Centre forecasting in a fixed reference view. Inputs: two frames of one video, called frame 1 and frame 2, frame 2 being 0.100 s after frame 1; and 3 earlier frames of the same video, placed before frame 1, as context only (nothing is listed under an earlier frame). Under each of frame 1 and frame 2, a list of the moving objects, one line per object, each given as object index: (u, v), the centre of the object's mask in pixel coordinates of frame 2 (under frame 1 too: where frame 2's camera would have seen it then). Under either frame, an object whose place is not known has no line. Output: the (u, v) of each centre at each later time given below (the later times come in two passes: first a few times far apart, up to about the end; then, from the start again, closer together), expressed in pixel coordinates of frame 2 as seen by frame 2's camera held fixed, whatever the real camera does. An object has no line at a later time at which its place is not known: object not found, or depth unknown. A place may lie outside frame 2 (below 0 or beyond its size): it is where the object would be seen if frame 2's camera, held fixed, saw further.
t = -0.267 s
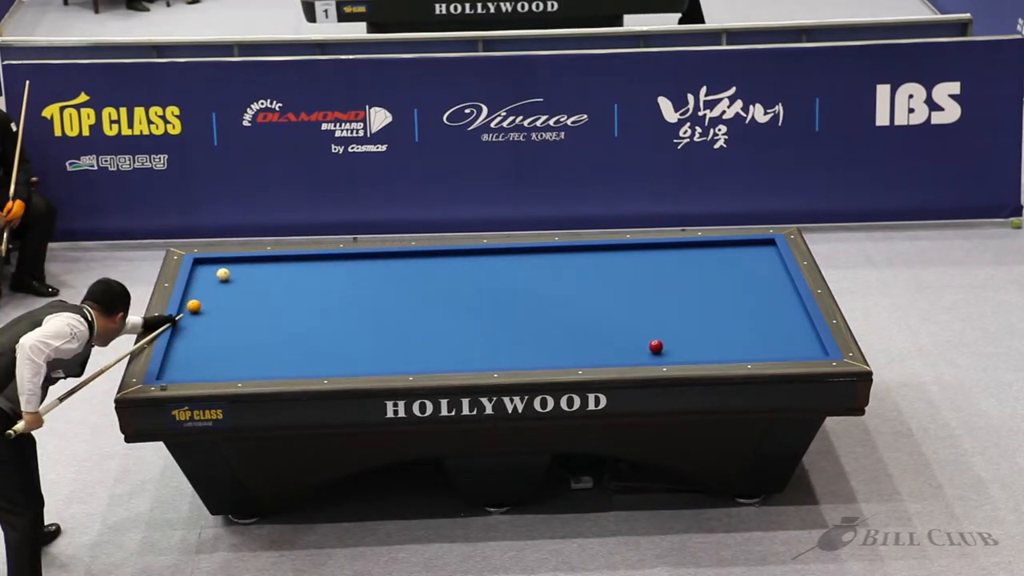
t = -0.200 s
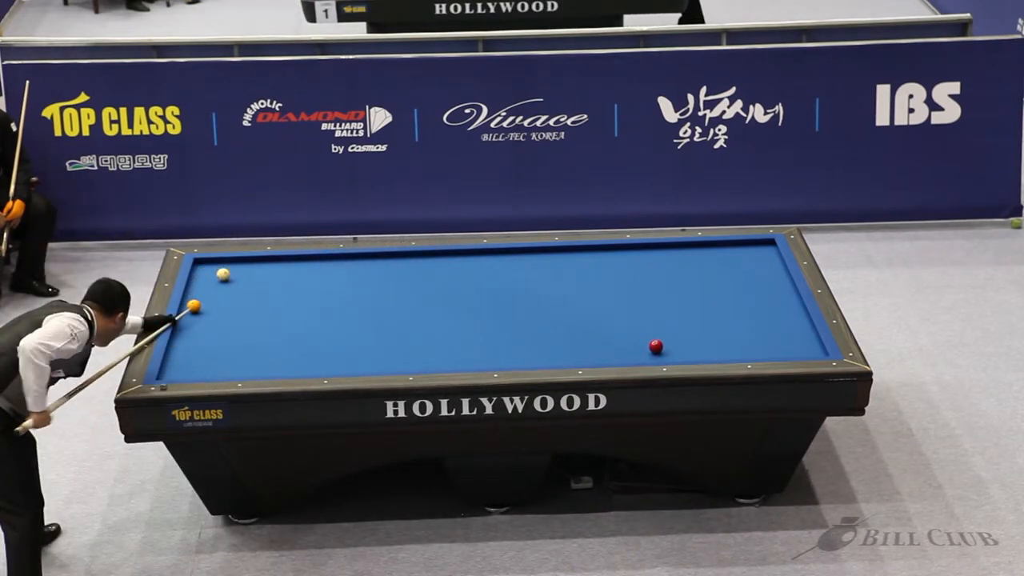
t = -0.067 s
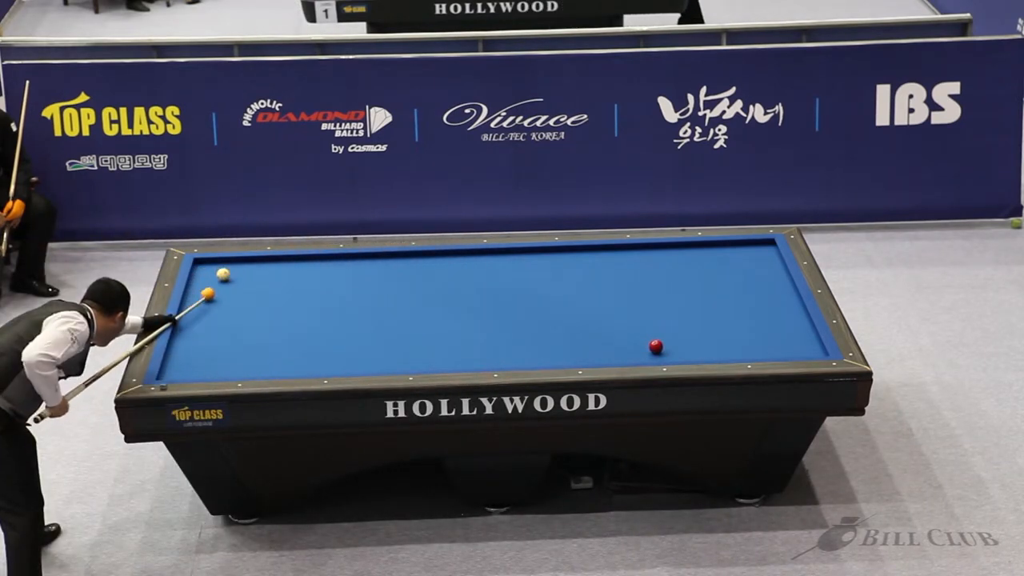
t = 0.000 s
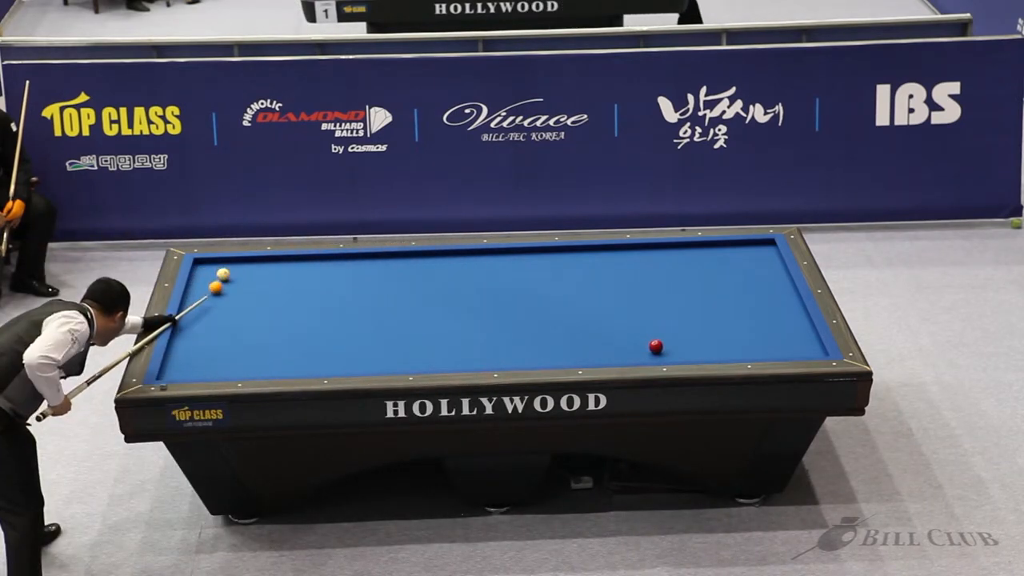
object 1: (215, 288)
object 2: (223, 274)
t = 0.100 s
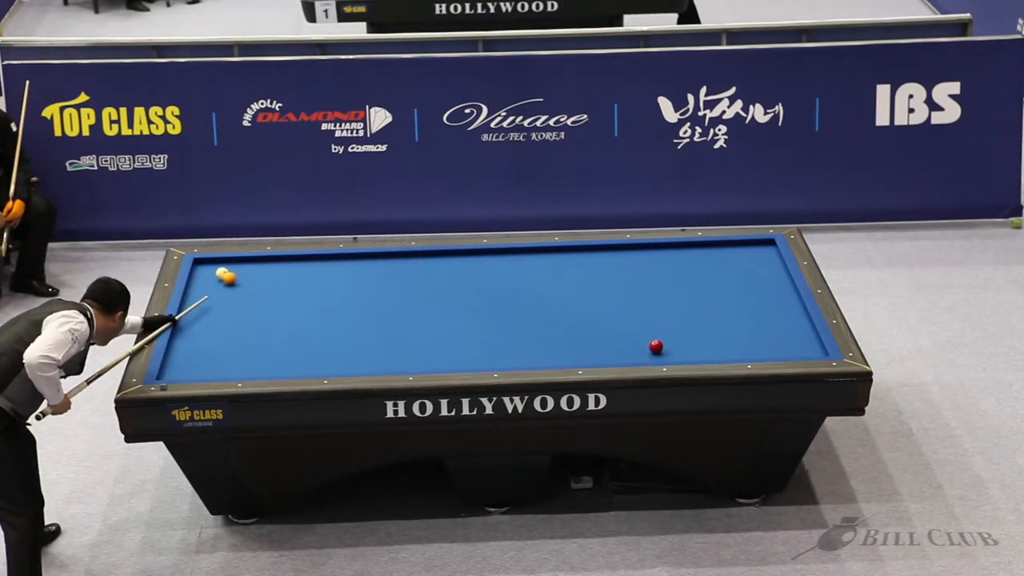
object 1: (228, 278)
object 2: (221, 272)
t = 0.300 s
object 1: (261, 270)
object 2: (214, 263)
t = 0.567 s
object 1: (303, 259)
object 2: (203, 265)
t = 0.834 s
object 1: (341, 261)
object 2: (198, 272)
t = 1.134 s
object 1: (385, 267)
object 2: (201, 278)
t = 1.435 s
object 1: (427, 272)
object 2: (205, 284)
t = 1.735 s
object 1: (470, 278)
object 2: (208, 289)
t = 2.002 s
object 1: (507, 282)
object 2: (210, 294)
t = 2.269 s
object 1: (545, 287)
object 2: (213, 299)
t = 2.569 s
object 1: (586, 292)
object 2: (215, 304)
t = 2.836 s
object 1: (623, 297)
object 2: (217, 308)
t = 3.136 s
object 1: (664, 302)
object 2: (219, 313)
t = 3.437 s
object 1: (704, 307)
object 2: (221, 317)
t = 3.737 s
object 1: (744, 312)
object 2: (222, 321)
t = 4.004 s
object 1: (779, 317)
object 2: (223, 325)
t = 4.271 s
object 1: (800, 322)
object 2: (224, 328)
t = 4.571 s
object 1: (782, 330)
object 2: (225, 331)
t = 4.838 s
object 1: (766, 337)
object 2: (226, 333)
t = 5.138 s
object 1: (749, 345)
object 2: (227, 336)
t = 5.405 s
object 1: (734, 351)
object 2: (228, 338)
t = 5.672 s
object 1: (719, 355)
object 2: (229, 340)
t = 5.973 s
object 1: (702, 354)
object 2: (230, 342)
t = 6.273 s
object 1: (686, 352)
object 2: (230, 343)
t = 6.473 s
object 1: (676, 351)
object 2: (230, 344)
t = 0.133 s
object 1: (234, 277)
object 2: (221, 271)
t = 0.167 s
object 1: (240, 276)
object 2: (219, 269)
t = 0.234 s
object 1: (250, 273)
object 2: (216, 266)
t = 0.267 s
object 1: (256, 272)
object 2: (215, 264)
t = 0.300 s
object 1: (261, 270)
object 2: (214, 263)
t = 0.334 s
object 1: (267, 269)
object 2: (212, 262)
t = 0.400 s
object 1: (277, 266)
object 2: (210, 261)
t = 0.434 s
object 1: (282, 264)
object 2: (208, 262)
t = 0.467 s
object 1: (287, 263)
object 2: (207, 263)
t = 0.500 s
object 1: (292, 261)
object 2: (206, 264)
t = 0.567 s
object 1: (303, 259)
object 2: (203, 265)
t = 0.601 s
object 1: (308, 257)
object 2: (201, 266)
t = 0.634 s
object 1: (312, 257)
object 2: (200, 267)
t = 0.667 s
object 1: (317, 258)
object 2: (199, 268)
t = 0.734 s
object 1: (327, 260)
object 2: (196, 270)
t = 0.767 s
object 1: (332, 260)
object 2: (197, 270)
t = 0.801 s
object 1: (337, 261)
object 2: (197, 271)
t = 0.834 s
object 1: (341, 261)
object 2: (198, 272)
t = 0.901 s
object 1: (351, 263)
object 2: (199, 273)
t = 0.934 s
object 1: (356, 263)
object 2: (199, 274)
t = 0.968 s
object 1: (361, 264)
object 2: (199, 274)
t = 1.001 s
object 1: (366, 265)
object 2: (200, 275)
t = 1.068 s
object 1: (375, 266)
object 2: (201, 277)
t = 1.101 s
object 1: (380, 266)
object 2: (201, 277)
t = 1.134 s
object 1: (385, 267)
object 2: (201, 278)
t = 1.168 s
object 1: (390, 268)
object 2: (202, 279)
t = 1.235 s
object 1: (399, 269)
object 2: (203, 280)
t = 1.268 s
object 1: (404, 269)
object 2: (203, 281)
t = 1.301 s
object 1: (408, 270)
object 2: (203, 281)
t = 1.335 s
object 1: (413, 270)
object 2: (204, 282)
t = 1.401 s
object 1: (422, 272)
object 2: (204, 283)
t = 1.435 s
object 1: (427, 272)
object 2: (205, 284)
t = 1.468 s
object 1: (432, 273)
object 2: (205, 284)
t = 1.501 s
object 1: (437, 273)
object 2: (205, 285)
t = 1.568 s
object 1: (446, 275)
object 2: (206, 286)
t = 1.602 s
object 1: (451, 275)
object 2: (206, 287)
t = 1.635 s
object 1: (456, 276)
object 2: (207, 288)
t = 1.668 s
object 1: (460, 276)
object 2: (207, 288)
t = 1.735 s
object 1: (470, 278)
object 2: (208, 289)
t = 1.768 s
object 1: (475, 278)
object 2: (208, 290)
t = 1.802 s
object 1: (479, 279)
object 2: (208, 291)
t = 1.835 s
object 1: (484, 279)
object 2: (209, 291)
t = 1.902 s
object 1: (493, 281)
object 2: (210, 293)
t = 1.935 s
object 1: (498, 281)
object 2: (210, 293)
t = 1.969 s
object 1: (503, 282)
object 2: (210, 294)
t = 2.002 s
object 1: (507, 282)
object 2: (210, 294)
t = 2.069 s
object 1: (517, 284)
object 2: (211, 296)
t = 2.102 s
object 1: (522, 284)
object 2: (211, 296)
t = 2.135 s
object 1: (526, 285)
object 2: (212, 297)
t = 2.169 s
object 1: (531, 285)
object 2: (212, 297)
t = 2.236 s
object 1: (540, 286)
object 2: (212, 299)
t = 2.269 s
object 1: (545, 287)
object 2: (213, 299)
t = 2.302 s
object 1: (549, 287)
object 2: (213, 300)
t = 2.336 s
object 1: (554, 288)
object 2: (213, 300)
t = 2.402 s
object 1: (563, 289)
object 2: (214, 302)
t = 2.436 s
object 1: (568, 290)
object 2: (214, 302)
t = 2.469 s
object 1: (572, 291)
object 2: (214, 303)
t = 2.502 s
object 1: (577, 291)
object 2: (215, 303)
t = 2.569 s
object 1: (586, 292)
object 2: (215, 304)
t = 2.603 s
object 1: (591, 293)
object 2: (215, 305)
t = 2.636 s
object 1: (595, 293)
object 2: (216, 305)
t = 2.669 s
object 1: (600, 294)
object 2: (216, 306)
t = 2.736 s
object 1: (609, 295)
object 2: (216, 307)
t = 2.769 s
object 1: (614, 296)
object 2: (217, 307)
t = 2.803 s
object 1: (618, 296)
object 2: (217, 308)
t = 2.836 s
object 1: (623, 297)
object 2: (217, 308)
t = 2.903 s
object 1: (632, 298)
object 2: (218, 310)
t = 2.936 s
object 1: (636, 299)
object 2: (218, 310)
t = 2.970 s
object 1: (641, 299)
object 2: (218, 311)
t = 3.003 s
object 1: (645, 300)
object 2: (218, 311)
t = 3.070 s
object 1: (654, 301)
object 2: (219, 312)
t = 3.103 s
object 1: (659, 301)
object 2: (219, 313)
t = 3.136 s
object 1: (664, 302)
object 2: (219, 313)
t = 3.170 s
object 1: (668, 302)
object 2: (219, 314)
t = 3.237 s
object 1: (677, 304)
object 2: (220, 314)
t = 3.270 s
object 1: (681, 304)
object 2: (220, 315)
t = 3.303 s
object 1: (686, 305)
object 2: (220, 315)
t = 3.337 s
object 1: (690, 305)
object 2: (220, 316)
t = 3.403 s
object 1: (699, 307)
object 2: (221, 317)
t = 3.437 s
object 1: (704, 307)
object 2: (221, 317)
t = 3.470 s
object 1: (708, 308)
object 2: (221, 318)
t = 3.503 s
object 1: (713, 308)
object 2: (221, 318)
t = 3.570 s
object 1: (722, 309)
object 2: (222, 319)
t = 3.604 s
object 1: (726, 310)
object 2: (222, 320)
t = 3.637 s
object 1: (731, 310)
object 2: (222, 320)
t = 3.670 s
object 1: (735, 311)
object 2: (222, 320)
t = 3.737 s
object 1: (744, 312)
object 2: (222, 321)
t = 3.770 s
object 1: (748, 313)
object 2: (222, 322)
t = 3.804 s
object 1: (753, 313)
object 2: (223, 322)
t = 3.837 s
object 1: (757, 314)
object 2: (223, 323)
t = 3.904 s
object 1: (766, 315)
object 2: (223, 323)
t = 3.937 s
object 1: (771, 315)
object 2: (223, 324)
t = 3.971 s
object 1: (775, 316)
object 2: (223, 324)
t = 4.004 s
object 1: (779, 317)
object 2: (223, 325)
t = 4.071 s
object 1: (788, 318)
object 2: (224, 325)
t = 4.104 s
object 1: (793, 318)
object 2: (224, 326)
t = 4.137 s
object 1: (797, 319)
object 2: (224, 326)
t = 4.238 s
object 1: (802, 321)
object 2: (224, 327)
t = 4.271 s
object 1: (800, 322)
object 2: (224, 328)
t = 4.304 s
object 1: (798, 323)
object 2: (225, 328)
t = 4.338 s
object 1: (796, 324)
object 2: (225, 329)
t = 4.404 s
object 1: (792, 325)
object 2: (225, 329)
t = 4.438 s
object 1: (789, 326)
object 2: (225, 330)
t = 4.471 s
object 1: (788, 327)
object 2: (225, 330)
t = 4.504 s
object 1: (786, 328)
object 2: (225, 330)
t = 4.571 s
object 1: (782, 330)
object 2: (225, 331)
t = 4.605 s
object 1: (780, 331)
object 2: (226, 331)
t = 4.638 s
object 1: (777, 332)
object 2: (226, 332)
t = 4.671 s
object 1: (776, 332)
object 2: (226, 332)
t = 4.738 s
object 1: (772, 334)
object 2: (226, 333)
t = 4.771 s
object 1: (770, 335)
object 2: (226, 333)
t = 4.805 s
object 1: (768, 336)
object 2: (226, 333)
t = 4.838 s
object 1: (766, 337)
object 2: (226, 333)
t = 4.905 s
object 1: (762, 338)
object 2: (227, 334)
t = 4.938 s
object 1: (760, 339)
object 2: (227, 334)
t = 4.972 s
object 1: (758, 340)
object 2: (227, 335)
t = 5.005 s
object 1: (756, 341)
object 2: (227, 335)
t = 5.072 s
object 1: (752, 343)
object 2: (227, 336)
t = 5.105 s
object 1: (751, 344)
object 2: (227, 336)
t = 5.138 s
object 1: (749, 345)
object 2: (227, 336)
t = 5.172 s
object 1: (747, 346)
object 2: (228, 336)
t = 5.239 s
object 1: (743, 347)
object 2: (228, 337)
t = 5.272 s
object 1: (741, 348)
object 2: (228, 337)
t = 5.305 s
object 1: (739, 349)
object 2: (228, 337)
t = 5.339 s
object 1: (737, 349)
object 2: (228, 338)
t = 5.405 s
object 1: (734, 351)
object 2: (228, 338)
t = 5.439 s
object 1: (732, 352)
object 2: (228, 339)
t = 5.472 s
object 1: (730, 352)
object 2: (229, 339)
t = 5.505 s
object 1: (728, 353)
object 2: (229, 339)
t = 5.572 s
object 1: (725, 354)
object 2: (229, 339)
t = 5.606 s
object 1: (723, 354)
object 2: (229, 340)
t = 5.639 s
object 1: (721, 354)
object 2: (229, 340)
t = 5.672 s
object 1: (719, 355)
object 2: (229, 340)
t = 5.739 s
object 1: (715, 355)
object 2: (229, 340)
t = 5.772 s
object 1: (713, 355)
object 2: (229, 341)
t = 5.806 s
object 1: (711, 355)
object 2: (229, 341)
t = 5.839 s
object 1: (709, 355)
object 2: (229, 341)
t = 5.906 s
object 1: (706, 354)
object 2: (229, 341)
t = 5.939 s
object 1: (704, 354)
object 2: (229, 342)
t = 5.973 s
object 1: (702, 354)
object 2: (230, 342)
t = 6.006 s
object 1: (700, 354)
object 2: (230, 342)
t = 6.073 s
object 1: (697, 353)
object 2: (230, 342)
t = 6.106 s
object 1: (695, 353)
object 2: (230, 342)
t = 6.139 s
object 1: (693, 353)
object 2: (230, 342)
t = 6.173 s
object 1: (691, 353)
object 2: (230, 343)
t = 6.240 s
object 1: (688, 352)
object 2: (230, 343)
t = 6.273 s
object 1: (686, 352)
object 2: (230, 343)
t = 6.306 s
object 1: (685, 352)
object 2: (230, 343)
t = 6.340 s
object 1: (683, 352)
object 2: (230, 343)
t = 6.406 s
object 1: (680, 351)
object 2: (230, 343)
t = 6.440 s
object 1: (678, 351)
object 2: (230, 343)
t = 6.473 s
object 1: (676, 351)
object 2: (230, 344)
